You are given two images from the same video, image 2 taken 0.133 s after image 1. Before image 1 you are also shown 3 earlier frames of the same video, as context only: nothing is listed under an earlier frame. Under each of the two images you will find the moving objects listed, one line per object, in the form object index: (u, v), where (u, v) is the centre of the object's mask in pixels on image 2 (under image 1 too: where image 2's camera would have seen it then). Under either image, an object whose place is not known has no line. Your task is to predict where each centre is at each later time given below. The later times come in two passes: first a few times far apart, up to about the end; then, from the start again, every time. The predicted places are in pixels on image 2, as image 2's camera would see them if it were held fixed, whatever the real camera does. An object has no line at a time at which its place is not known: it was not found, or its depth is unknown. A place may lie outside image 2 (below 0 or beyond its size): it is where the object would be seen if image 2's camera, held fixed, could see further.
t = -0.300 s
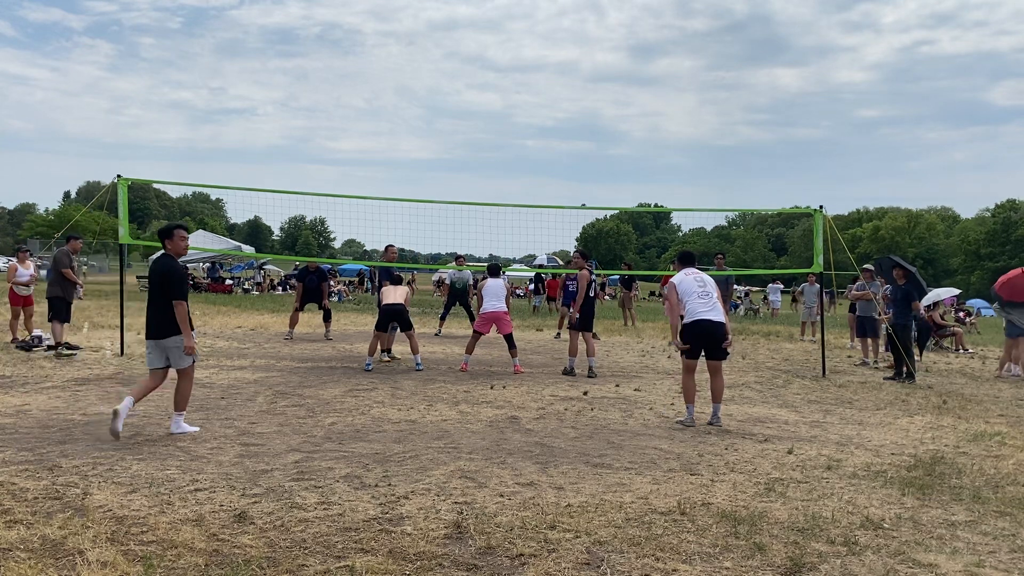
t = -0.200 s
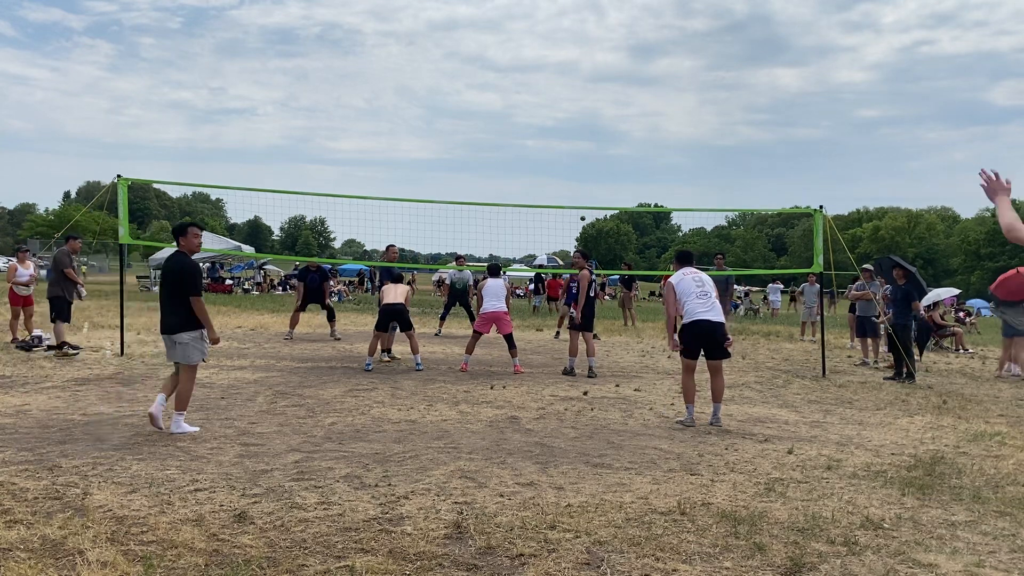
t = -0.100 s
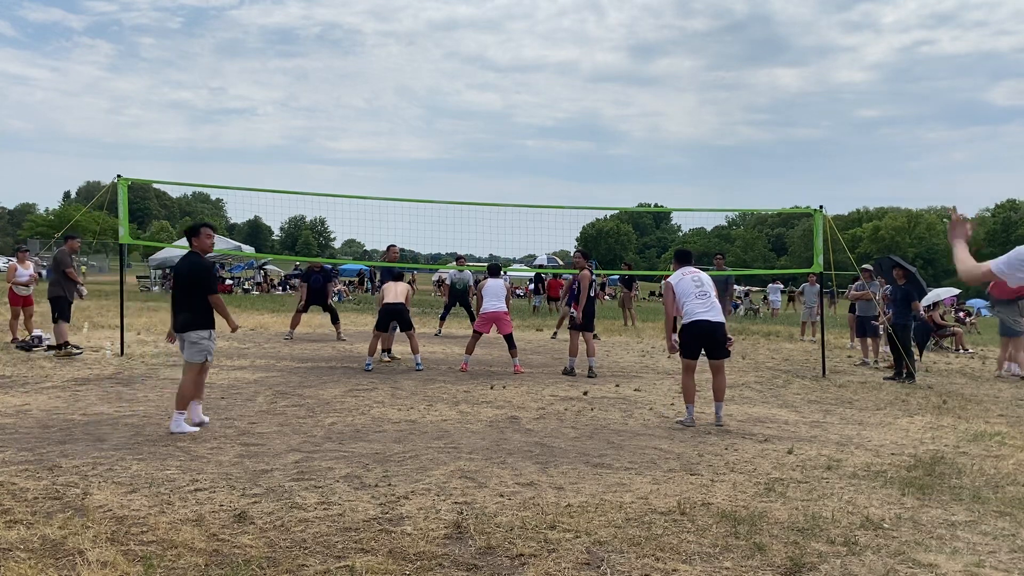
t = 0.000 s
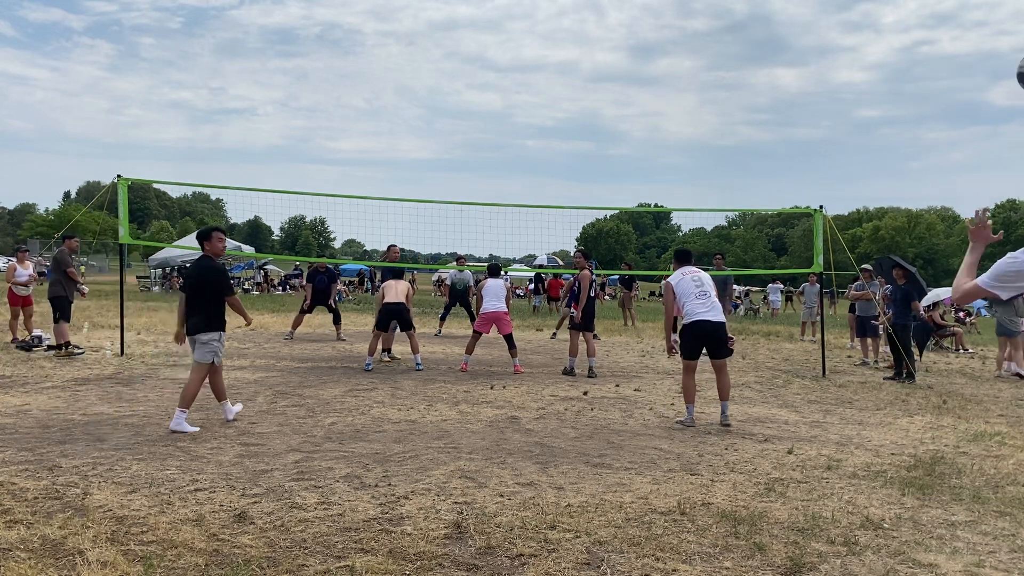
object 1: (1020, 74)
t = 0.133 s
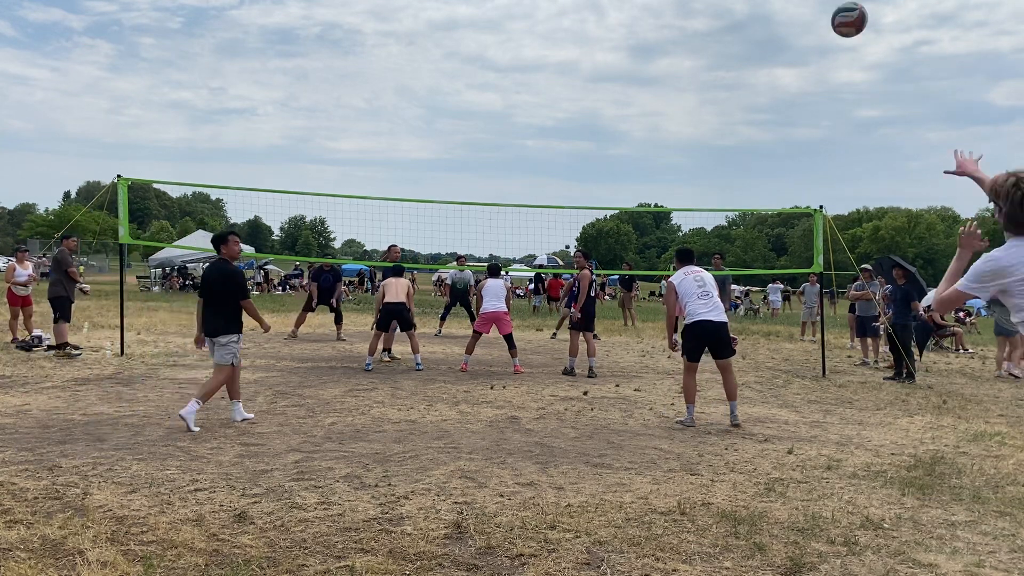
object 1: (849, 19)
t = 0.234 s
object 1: (763, 12)
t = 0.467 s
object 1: (645, 35)
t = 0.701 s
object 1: (580, 91)
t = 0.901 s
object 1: (542, 151)
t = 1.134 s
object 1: (514, 229)
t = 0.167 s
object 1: (817, 15)
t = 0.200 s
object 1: (788, 13)
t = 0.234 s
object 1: (763, 12)
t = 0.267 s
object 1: (741, 12)
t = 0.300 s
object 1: (720, 13)
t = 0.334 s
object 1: (703, 16)
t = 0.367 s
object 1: (686, 20)
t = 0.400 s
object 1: (672, 24)
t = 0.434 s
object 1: (658, 29)
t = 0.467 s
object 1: (645, 35)
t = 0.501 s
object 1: (634, 42)
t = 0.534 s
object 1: (623, 49)
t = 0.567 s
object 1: (613, 56)
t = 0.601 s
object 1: (604, 64)
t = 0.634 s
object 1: (595, 73)
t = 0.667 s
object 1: (587, 82)
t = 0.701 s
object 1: (580, 91)
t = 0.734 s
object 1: (573, 100)
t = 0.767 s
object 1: (566, 110)
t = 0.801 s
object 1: (559, 120)
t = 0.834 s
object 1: (553, 130)
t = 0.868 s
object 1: (548, 140)
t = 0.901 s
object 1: (542, 151)
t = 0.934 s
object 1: (537, 162)
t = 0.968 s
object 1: (533, 173)
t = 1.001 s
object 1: (529, 184)
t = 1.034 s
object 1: (524, 195)
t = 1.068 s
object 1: (521, 206)
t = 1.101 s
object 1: (517, 218)
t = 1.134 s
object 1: (514, 229)
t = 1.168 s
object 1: (510, 241)
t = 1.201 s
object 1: (507, 253)
